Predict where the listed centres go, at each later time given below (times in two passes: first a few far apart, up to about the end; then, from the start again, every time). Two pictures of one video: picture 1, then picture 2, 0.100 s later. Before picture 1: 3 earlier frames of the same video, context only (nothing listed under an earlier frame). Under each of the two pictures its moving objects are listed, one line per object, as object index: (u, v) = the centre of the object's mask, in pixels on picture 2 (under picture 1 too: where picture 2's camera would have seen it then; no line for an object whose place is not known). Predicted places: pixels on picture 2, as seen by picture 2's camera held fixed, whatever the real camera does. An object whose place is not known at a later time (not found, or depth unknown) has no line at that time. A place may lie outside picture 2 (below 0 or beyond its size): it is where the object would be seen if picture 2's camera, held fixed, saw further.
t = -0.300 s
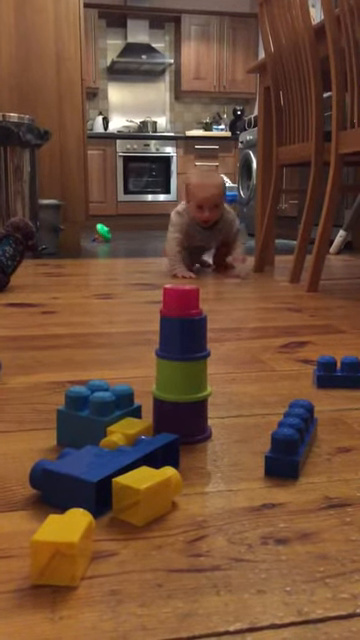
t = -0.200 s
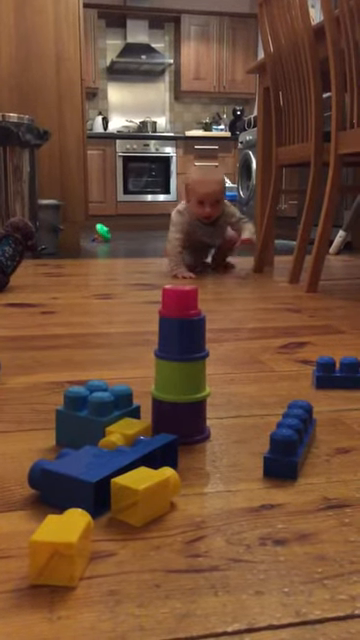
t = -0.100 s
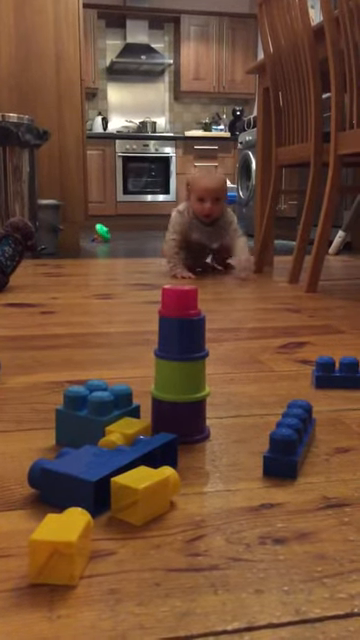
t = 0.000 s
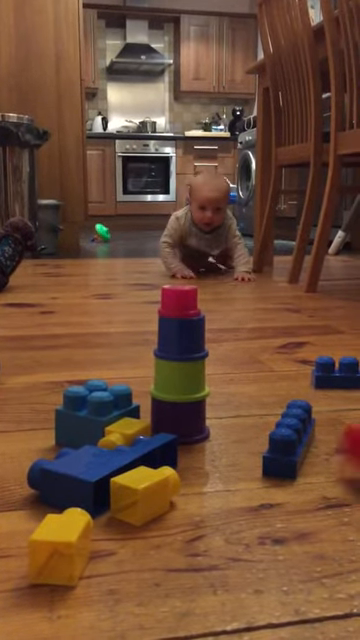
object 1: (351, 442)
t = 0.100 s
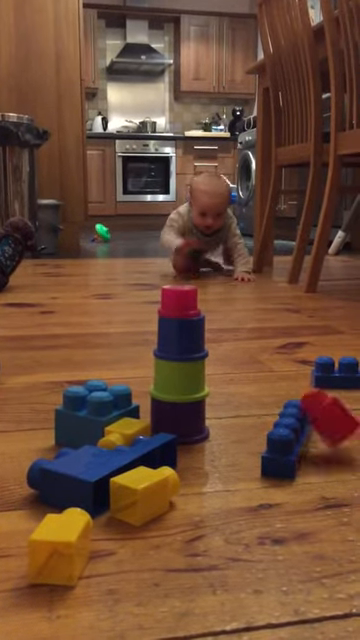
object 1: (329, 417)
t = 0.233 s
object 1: (334, 413)
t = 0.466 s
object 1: (336, 409)
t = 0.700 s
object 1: (337, 408)
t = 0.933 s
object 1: (338, 409)
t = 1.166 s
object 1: (338, 409)
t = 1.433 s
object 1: (338, 408)
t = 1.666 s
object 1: (338, 408)
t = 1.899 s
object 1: (338, 408)
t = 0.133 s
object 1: (331, 418)
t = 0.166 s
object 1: (334, 416)
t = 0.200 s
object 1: (336, 421)
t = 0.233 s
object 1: (334, 413)
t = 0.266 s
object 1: (334, 413)
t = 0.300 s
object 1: (334, 409)
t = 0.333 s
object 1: (334, 408)
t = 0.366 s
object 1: (335, 411)
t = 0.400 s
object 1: (335, 409)
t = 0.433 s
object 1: (336, 408)
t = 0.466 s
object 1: (336, 409)
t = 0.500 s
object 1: (336, 409)
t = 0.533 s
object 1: (336, 408)
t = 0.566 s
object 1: (336, 408)
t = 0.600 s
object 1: (336, 408)
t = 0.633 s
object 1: (337, 408)
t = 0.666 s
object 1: (337, 408)
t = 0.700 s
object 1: (337, 408)
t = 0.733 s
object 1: (337, 408)
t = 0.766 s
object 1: (337, 408)
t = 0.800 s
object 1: (337, 409)
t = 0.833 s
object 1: (338, 408)
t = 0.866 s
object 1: (338, 408)
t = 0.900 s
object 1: (338, 409)
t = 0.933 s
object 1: (338, 409)
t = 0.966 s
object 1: (338, 409)
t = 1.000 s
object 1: (338, 408)
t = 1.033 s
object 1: (338, 408)
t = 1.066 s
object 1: (338, 409)
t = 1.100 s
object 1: (338, 409)
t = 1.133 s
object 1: (338, 409)
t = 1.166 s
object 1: (338, 409)
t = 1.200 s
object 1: (338, 408)
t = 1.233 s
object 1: (338, 408)
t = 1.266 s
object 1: (338, 409)
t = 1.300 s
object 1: (338, 408)
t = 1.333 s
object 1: (338, 409)
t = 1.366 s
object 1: (338, 408)
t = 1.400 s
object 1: (338, 408)
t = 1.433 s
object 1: (338, 408)
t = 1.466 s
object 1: (338, 408)
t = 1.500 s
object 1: (338, 408)
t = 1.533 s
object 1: (338, 408)
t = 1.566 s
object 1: (338, 408)
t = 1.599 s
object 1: (338, 408)
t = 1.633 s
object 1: (338, 408)
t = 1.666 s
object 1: (338, 408)
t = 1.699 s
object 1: (338, 408)
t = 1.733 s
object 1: (338, 408)
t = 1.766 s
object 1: (338, 408)
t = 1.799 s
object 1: (338, 408)
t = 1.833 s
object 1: (338, 408)
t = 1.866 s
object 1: (338, 408)
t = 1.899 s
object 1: (338, 408)
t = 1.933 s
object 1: (338, 408)
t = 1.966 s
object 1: (338, 408)
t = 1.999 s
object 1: (338, 408)
